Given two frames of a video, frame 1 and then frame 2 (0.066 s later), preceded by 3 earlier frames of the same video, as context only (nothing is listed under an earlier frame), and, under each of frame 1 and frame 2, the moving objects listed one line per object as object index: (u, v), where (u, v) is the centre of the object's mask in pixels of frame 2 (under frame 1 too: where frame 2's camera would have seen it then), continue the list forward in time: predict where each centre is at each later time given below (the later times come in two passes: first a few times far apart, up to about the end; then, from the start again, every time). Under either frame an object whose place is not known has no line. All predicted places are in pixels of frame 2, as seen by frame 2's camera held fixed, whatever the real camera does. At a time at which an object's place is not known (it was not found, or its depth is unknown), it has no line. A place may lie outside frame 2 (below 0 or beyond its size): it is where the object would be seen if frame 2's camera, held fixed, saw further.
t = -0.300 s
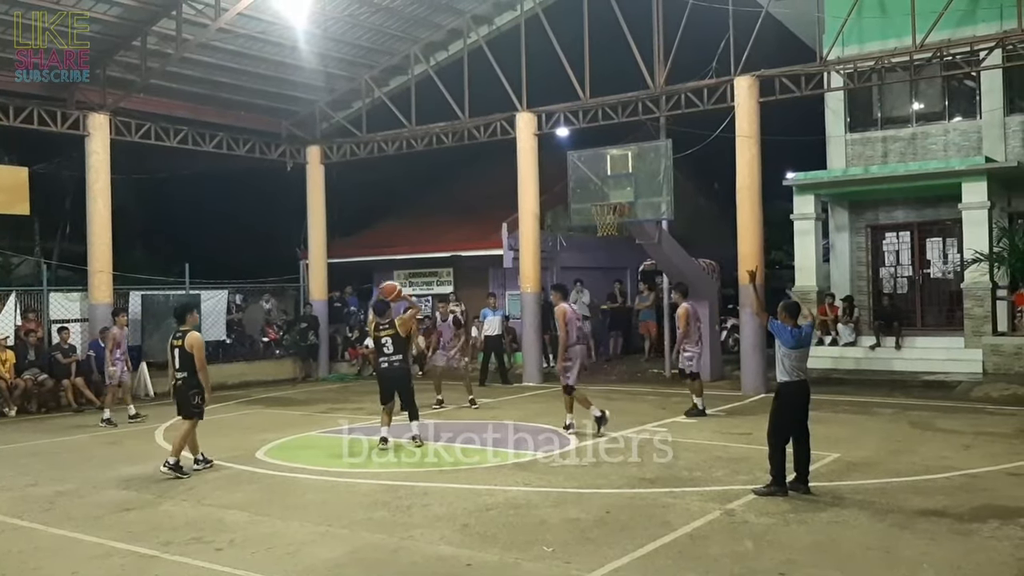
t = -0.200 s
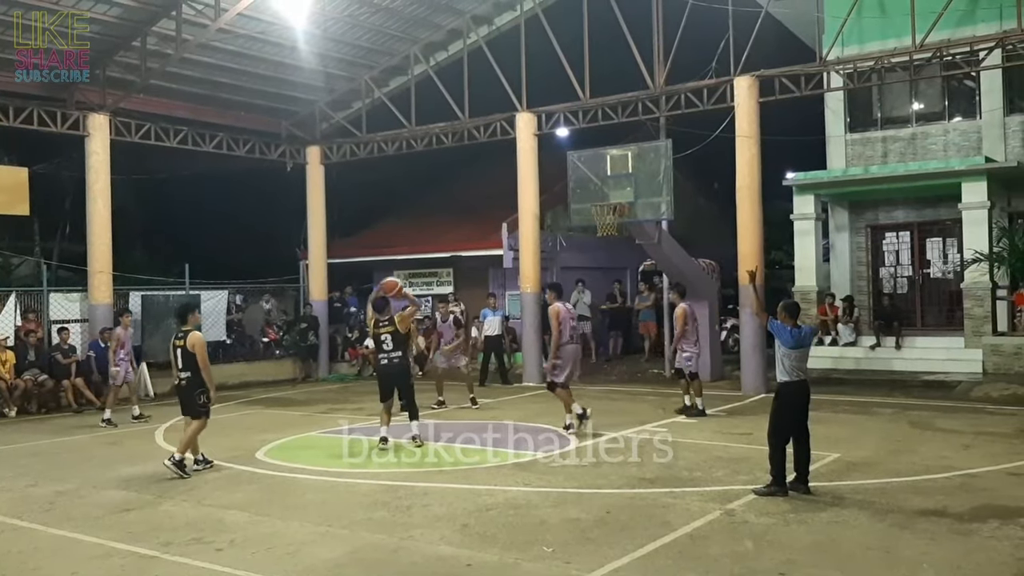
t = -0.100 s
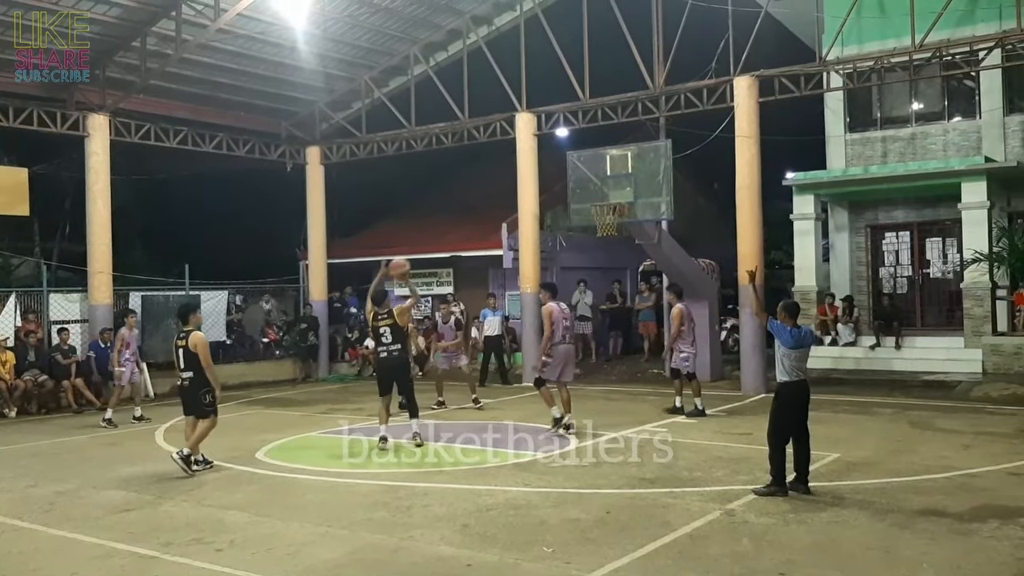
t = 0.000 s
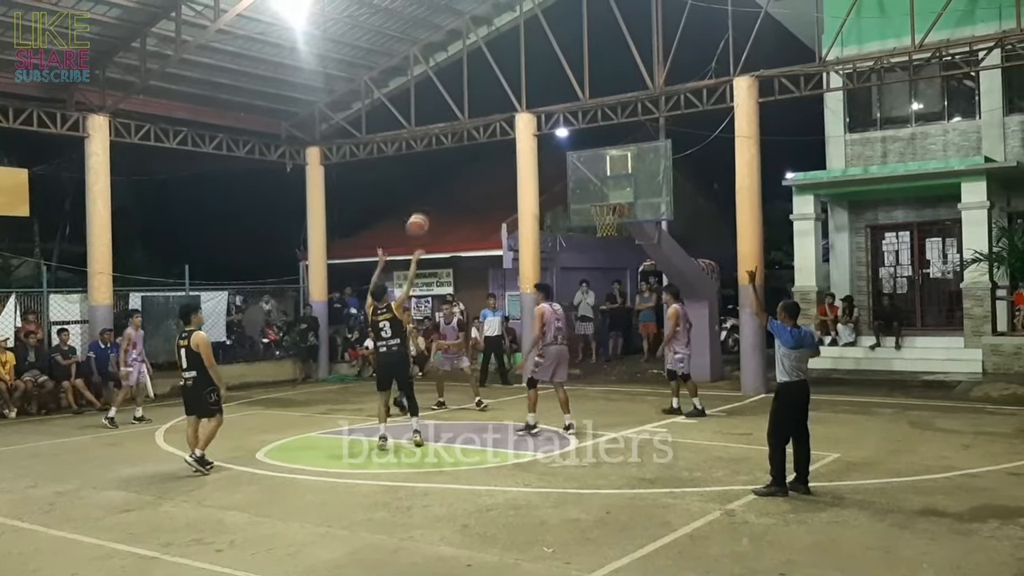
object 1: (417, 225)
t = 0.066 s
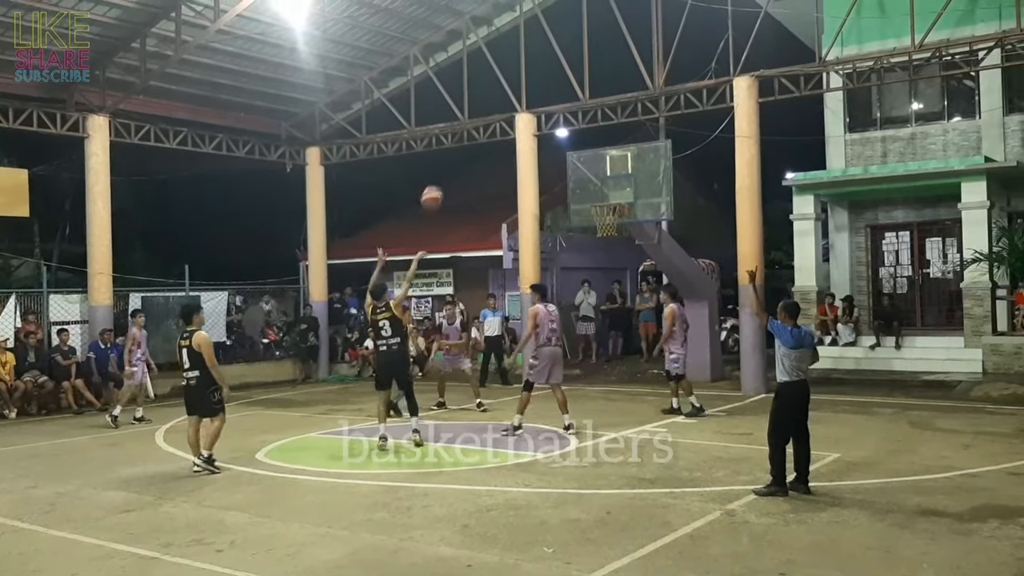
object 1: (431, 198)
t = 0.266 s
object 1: (472, 139)
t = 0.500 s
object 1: (512, 116)
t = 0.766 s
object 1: (555, 137)
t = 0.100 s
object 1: (438, 186)
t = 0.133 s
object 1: (446, 174)
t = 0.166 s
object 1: (452, 164)
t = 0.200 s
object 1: (459, 155)
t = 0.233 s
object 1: (466, 147)
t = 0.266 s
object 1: (472, 139)
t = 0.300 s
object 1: (477, 132)
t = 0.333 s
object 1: (483, 128)
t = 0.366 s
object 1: (490, 124)
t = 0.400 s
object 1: (496, 121)
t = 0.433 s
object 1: (502, 118)
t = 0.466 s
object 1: (507, 116)
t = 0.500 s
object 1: (512, 116)
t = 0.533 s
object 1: (518, 116)
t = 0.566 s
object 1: (524, 117)
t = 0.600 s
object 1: (530, 118)
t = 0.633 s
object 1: (535, 121)
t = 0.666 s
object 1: (540, 123)
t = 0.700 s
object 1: (545, 128)
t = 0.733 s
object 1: (549, 133)
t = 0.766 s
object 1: (555, 137)
